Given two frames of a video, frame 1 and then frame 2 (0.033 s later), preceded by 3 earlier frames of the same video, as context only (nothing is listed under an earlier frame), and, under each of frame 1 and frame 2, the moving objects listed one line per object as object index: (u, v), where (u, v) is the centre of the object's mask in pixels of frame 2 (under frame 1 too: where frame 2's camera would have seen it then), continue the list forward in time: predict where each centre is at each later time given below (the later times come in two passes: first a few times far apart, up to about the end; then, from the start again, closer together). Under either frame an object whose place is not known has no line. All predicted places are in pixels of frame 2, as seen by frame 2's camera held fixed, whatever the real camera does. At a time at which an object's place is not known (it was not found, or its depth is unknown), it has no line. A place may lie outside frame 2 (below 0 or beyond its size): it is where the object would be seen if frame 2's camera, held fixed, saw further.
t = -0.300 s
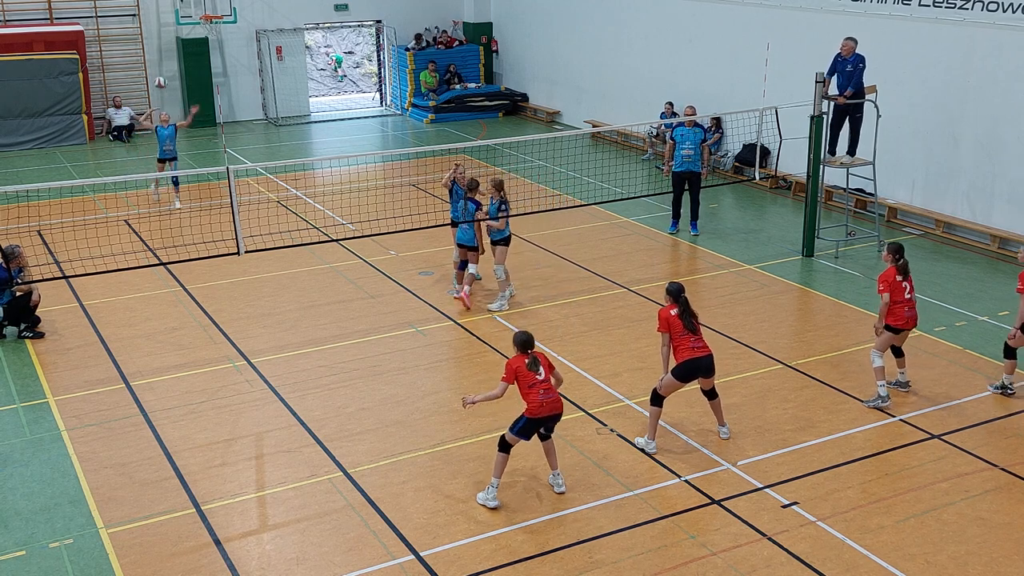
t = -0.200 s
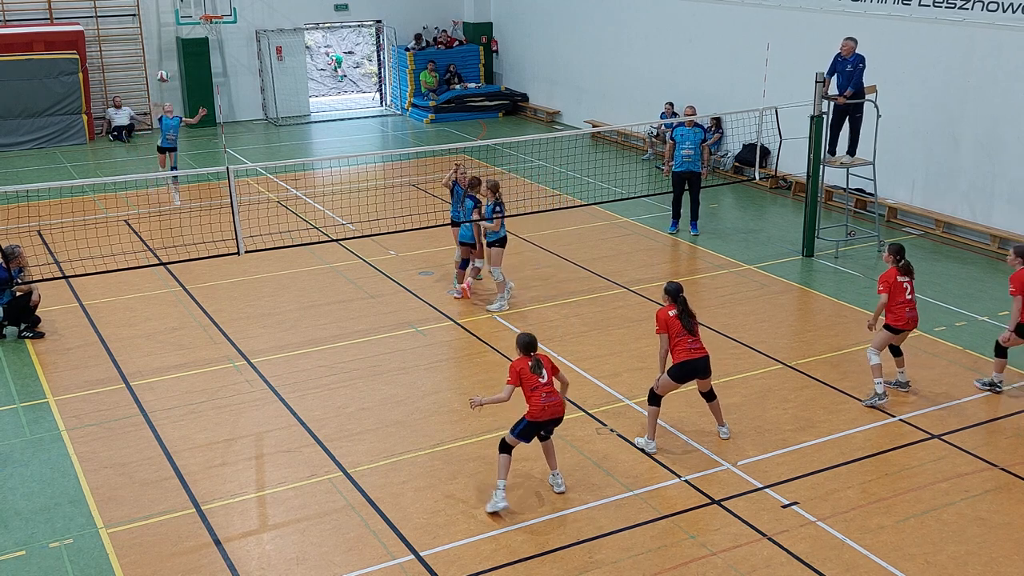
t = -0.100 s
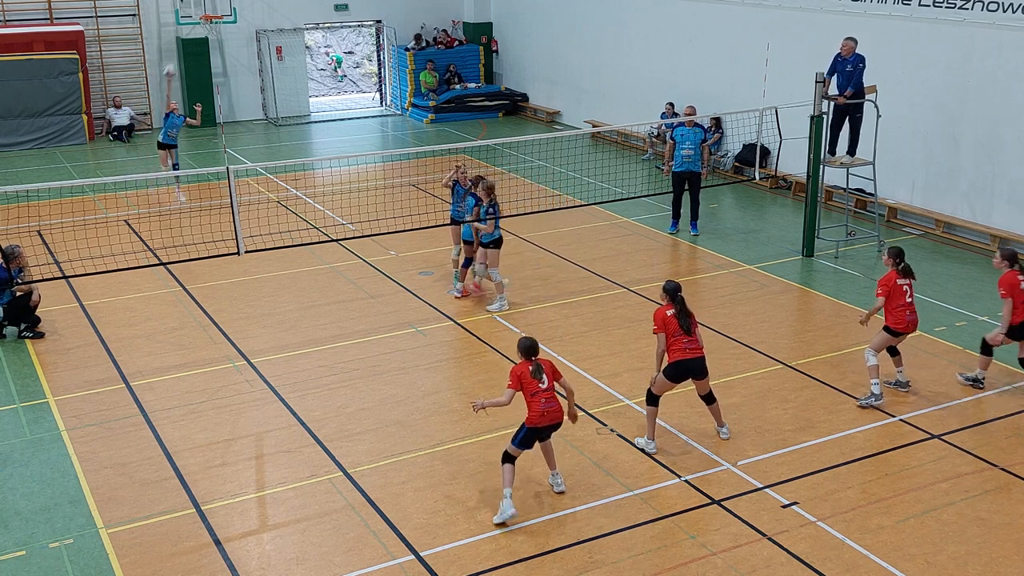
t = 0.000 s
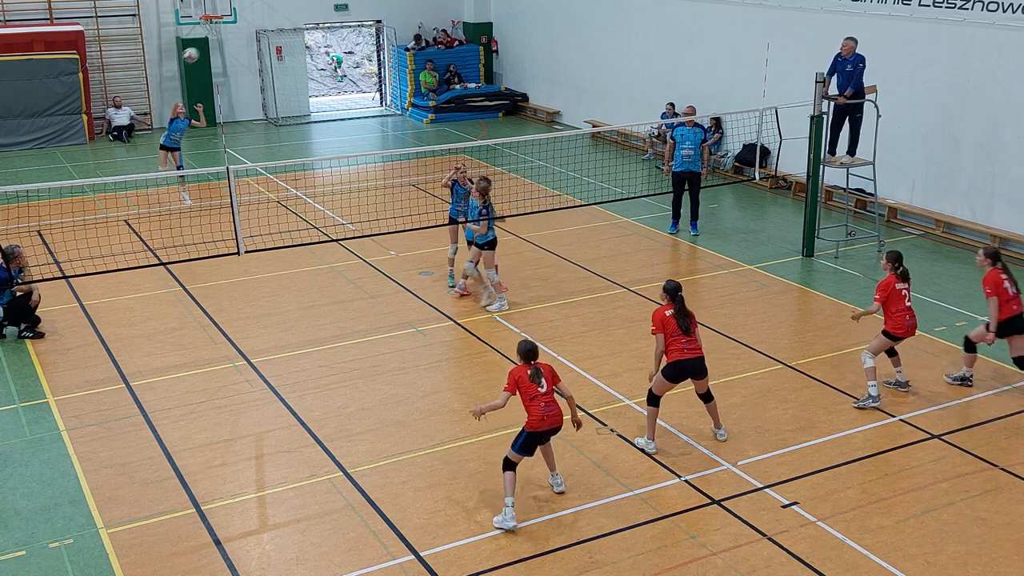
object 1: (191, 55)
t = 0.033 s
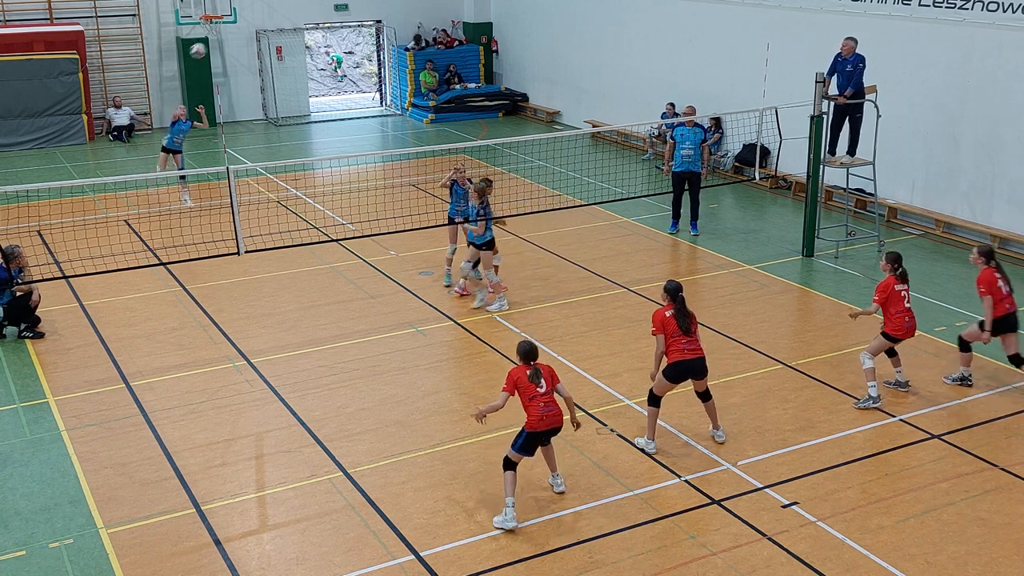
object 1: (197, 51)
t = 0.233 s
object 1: (254, 40)
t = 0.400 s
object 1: (322, 57)
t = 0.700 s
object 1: (489, 164)
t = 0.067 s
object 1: (205, 47)
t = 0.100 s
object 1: (214, 43)
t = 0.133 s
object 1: (223, 42)
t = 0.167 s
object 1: (233, 40)
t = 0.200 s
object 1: (243, 40)
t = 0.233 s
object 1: (254, 40)
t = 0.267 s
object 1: (267, 40)
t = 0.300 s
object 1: (279, 41)
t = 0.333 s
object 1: (294, 45)
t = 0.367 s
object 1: (307, 52)
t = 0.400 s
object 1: (322, 57)
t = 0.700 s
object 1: (489, 164)
